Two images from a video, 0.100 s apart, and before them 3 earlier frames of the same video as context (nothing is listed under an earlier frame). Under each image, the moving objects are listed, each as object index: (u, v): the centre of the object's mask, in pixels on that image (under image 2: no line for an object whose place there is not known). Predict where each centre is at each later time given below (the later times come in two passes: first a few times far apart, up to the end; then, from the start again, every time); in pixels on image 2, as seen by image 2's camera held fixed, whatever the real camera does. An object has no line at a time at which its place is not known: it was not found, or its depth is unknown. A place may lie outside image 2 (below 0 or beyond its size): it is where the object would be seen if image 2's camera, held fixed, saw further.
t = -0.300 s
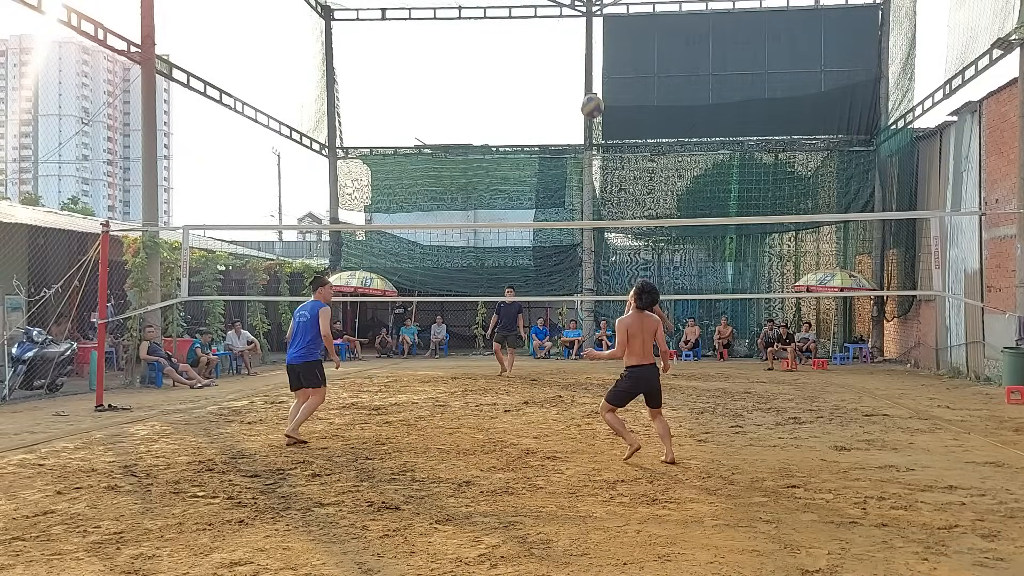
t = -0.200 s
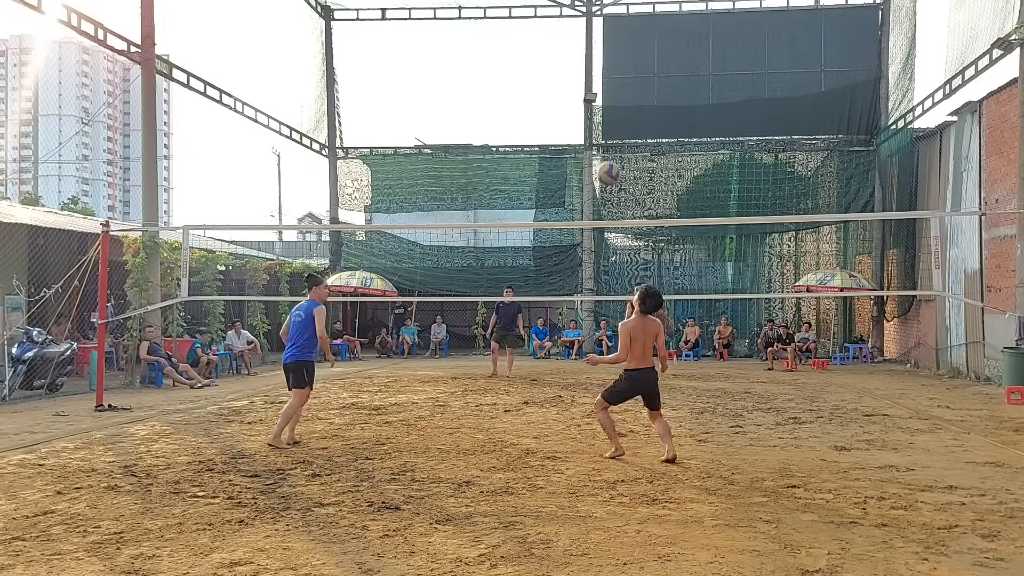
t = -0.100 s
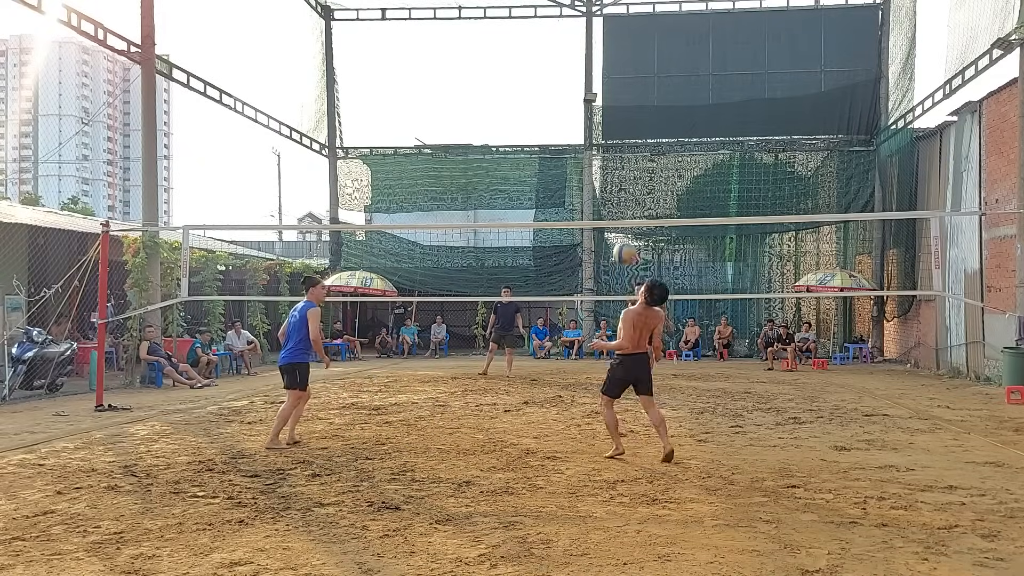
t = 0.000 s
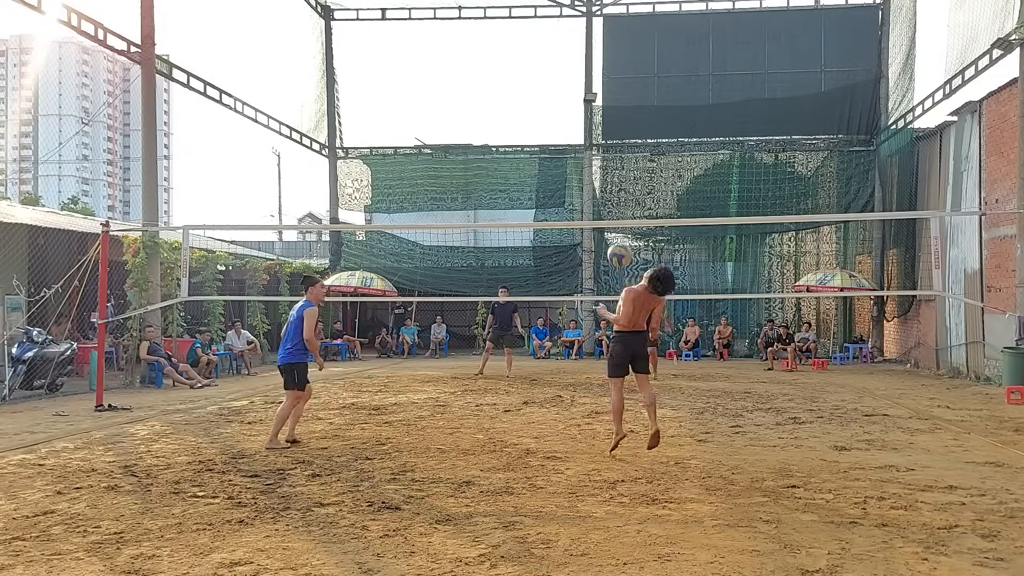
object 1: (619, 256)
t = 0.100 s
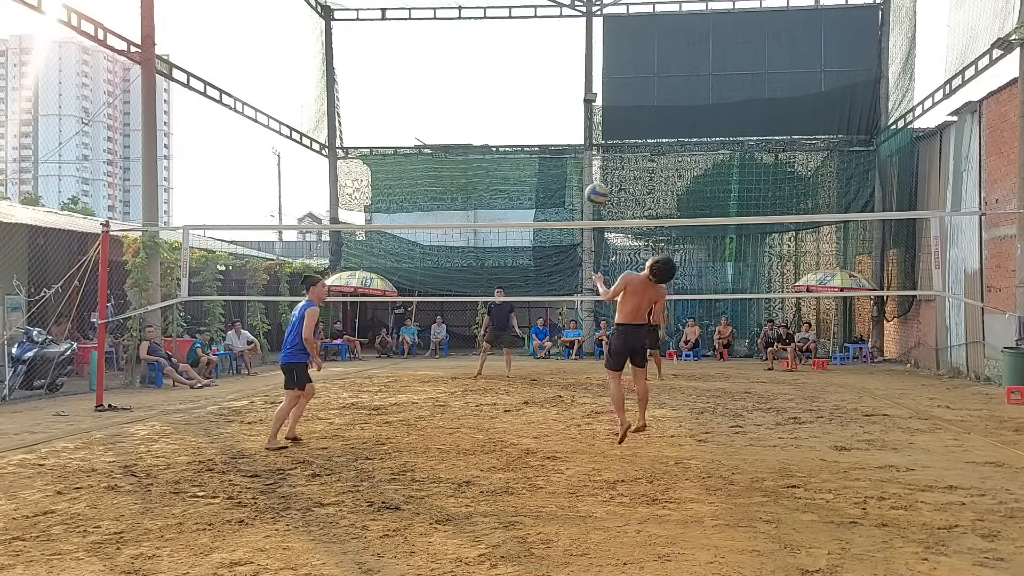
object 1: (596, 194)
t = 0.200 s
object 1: (575, 146)
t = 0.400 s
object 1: (534, 86)
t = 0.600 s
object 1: (497, 71)
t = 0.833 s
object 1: (458, 103)
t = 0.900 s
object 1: (448, 121)
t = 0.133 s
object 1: (588, 177)
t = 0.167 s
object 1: (582, 160)
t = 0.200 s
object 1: (575, 146)
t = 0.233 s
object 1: (568, 133)
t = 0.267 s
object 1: (561, 121)
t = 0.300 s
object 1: (554, 111)
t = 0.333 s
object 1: (547, 101)
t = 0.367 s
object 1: (541, 93)
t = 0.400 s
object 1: (534, 86)
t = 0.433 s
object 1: (528, 81)
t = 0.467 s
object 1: (521, 77)
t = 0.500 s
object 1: (515, 74)
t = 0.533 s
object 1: (509, 72)
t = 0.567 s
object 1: (503, 71)
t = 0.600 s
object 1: (497, 71)
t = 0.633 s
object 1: (491, 72)
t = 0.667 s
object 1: (486, 75)
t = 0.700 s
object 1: (480, 78)
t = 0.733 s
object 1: (474, 83)
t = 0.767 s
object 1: (469, 88)
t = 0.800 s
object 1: (463, 95)
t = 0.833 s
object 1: (458, 103)
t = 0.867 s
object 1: (453, 111)
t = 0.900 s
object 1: (448, 121)
